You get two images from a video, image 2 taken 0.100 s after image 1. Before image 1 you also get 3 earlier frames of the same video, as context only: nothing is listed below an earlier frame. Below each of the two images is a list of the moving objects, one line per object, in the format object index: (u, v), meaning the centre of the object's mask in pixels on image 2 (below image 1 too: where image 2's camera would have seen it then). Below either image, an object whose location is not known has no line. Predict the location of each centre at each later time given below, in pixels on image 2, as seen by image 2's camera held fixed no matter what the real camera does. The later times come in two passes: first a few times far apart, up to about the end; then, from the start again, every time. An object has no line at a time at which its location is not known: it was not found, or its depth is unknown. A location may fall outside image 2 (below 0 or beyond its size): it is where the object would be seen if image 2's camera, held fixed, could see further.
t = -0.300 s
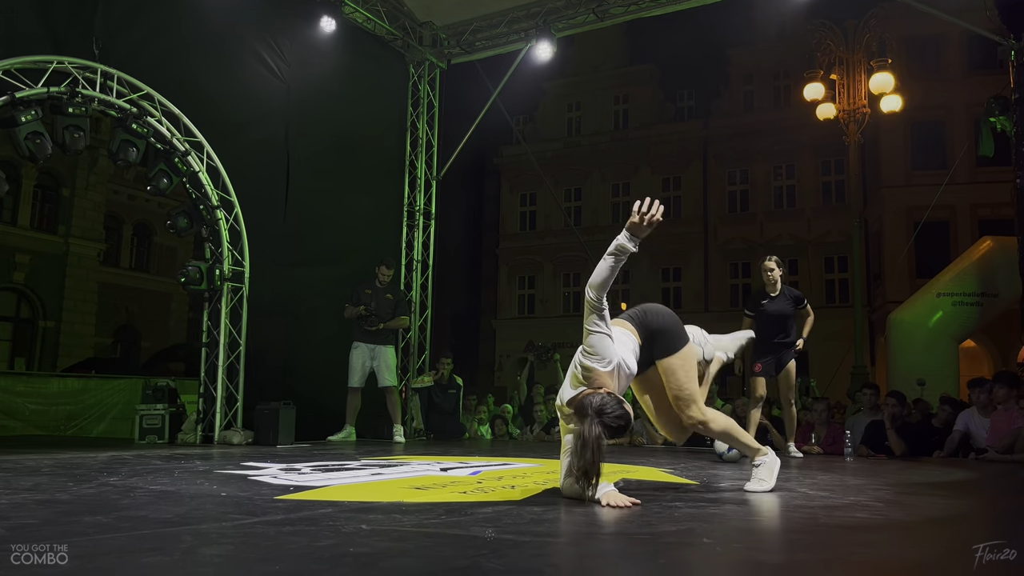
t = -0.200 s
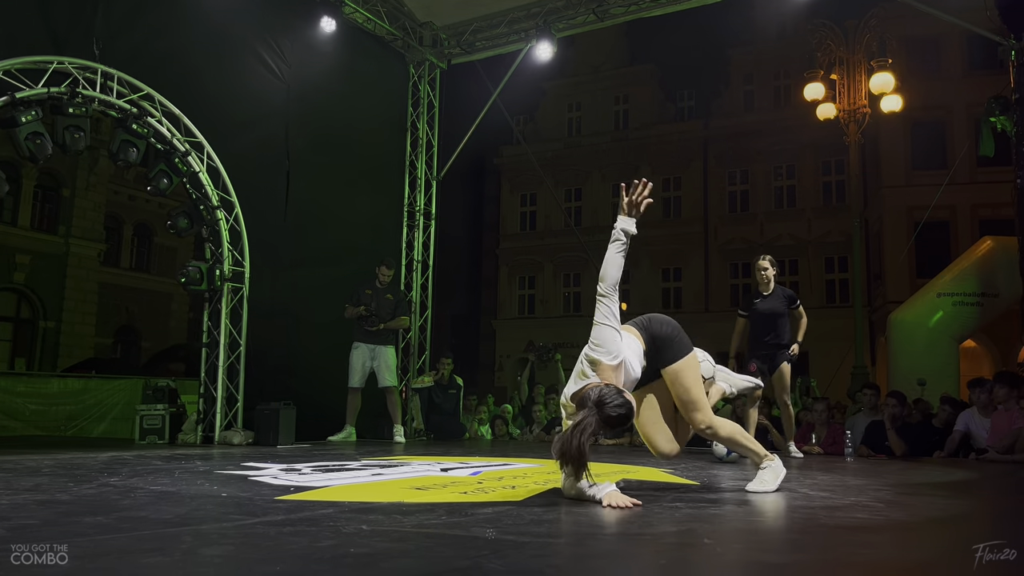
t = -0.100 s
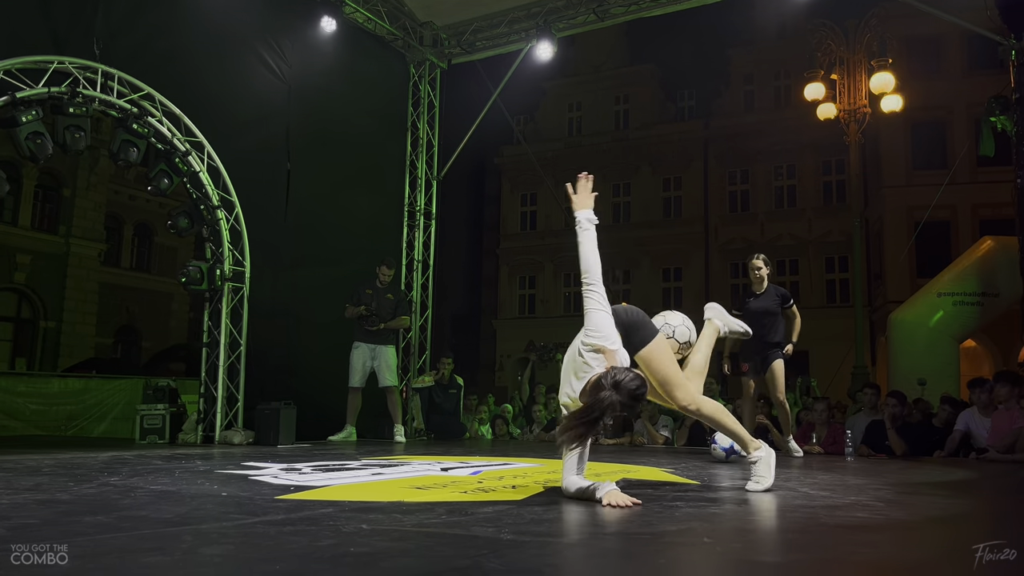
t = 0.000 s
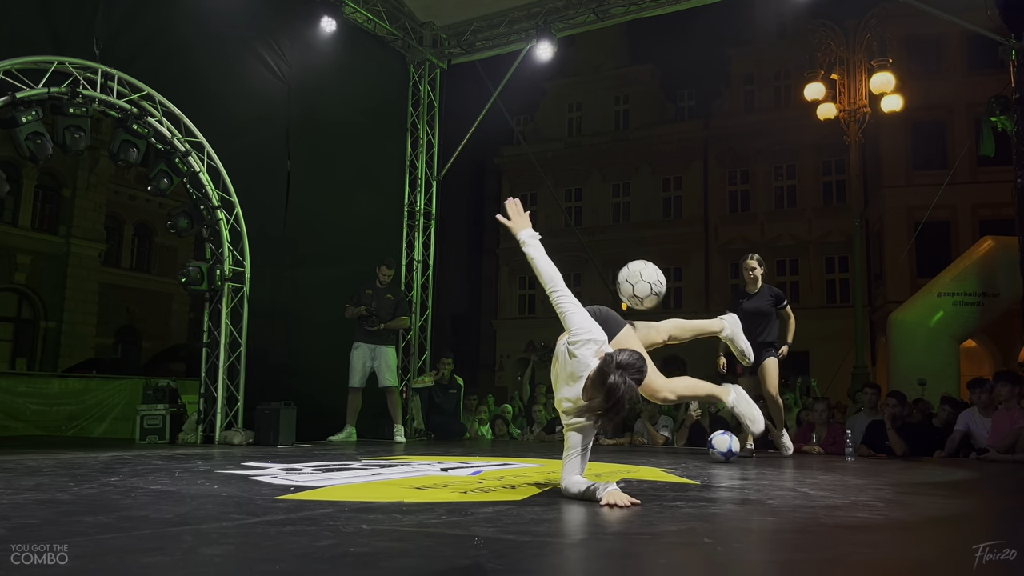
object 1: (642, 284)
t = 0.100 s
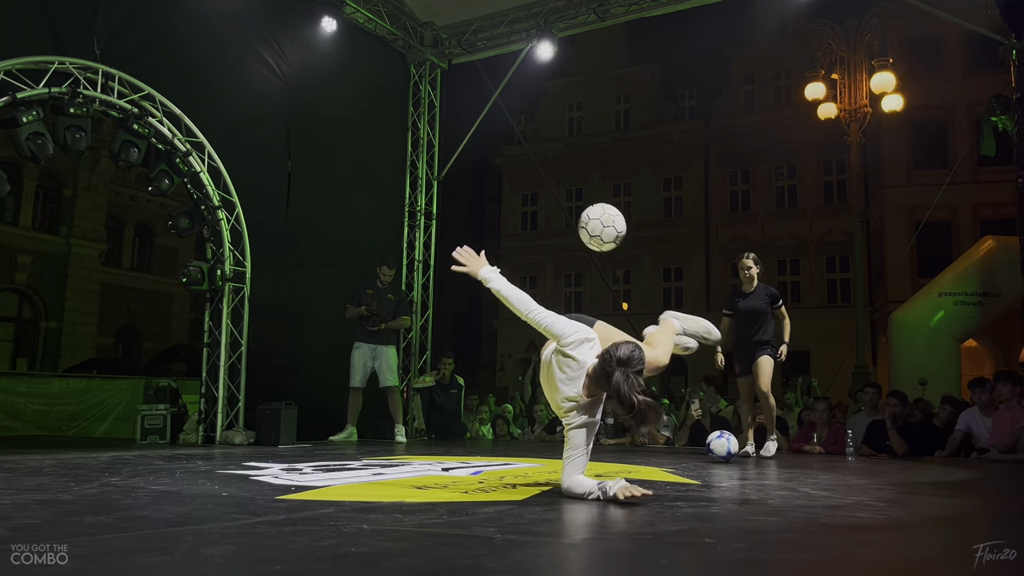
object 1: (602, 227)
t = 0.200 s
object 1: (563, 191)
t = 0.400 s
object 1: (489, 182)
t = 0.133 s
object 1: (589, 213)
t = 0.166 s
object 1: (576, 201)
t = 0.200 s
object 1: (563, 191)
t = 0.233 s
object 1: (551, 184)
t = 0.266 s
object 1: (538, 179)
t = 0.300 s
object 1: (526, 177)
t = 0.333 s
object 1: (514, 176)
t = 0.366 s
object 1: (501, 178)
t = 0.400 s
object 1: (489, 182)
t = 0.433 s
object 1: (476, 188)
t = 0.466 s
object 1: (464, 196)
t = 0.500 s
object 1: (451, 206)
